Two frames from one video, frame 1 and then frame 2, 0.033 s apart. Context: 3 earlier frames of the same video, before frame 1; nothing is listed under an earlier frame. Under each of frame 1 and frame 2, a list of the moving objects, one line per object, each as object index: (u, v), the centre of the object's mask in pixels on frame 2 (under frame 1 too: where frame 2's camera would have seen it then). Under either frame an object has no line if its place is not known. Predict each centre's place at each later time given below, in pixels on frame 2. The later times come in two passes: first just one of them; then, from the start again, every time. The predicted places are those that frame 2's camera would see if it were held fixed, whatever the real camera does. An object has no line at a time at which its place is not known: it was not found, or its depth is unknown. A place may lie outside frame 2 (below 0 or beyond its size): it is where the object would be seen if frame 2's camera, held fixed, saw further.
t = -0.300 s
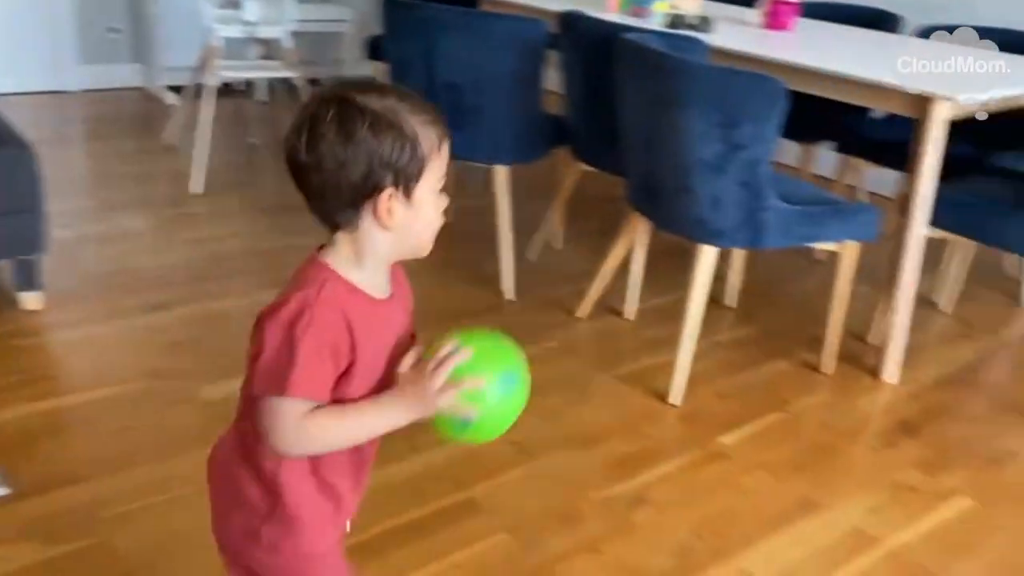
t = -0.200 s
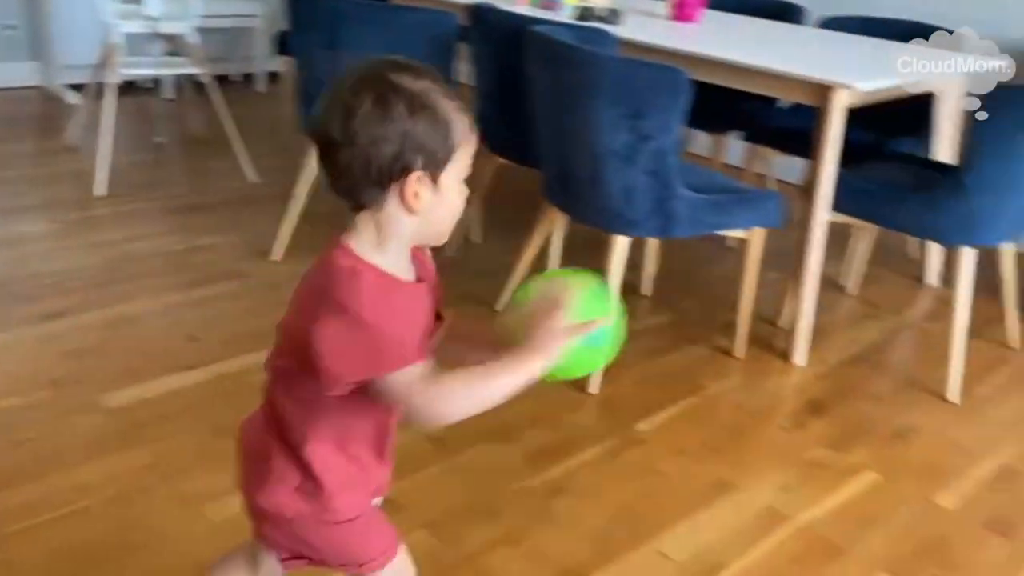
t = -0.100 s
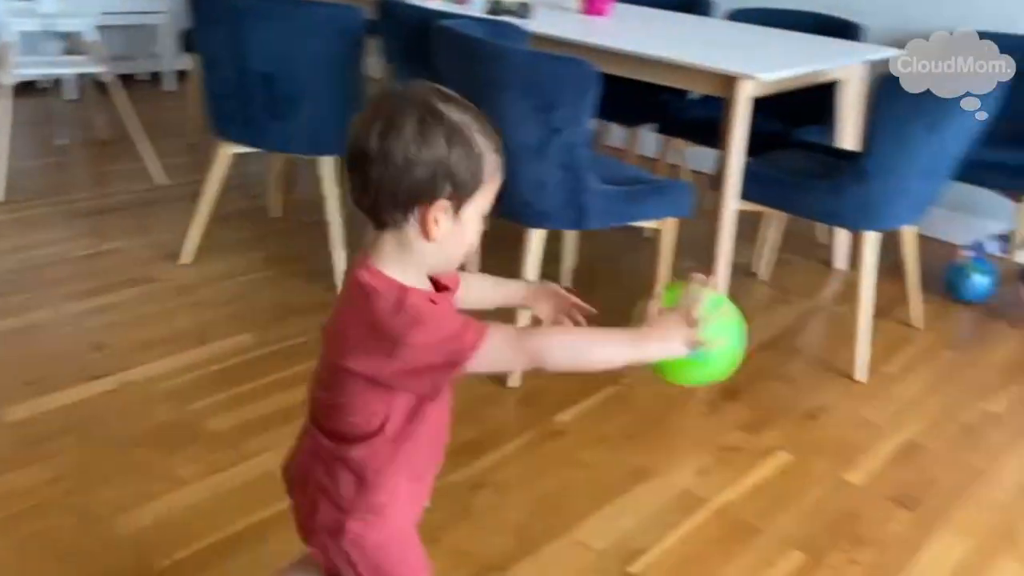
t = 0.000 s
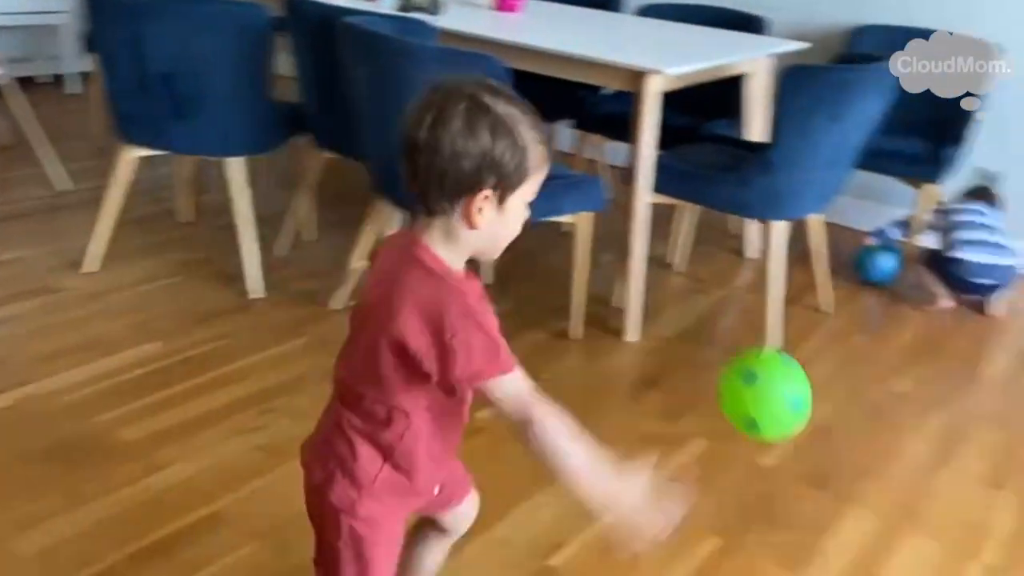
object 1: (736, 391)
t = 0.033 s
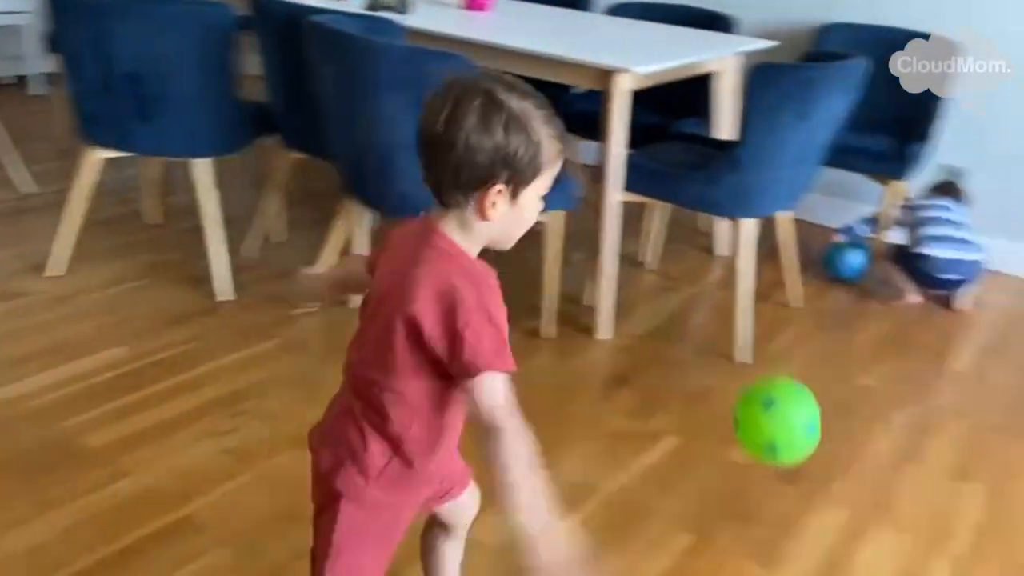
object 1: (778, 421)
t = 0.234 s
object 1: (944, 483)
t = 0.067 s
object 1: (814, 454)
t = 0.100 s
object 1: (846, 488)
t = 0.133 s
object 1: (874, 525)
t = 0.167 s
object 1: (896, 540)
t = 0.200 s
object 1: (921, 508)
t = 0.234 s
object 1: (944, 483)
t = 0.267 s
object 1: (965, 462)
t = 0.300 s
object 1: (985, 447)
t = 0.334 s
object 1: (1001, 437)
